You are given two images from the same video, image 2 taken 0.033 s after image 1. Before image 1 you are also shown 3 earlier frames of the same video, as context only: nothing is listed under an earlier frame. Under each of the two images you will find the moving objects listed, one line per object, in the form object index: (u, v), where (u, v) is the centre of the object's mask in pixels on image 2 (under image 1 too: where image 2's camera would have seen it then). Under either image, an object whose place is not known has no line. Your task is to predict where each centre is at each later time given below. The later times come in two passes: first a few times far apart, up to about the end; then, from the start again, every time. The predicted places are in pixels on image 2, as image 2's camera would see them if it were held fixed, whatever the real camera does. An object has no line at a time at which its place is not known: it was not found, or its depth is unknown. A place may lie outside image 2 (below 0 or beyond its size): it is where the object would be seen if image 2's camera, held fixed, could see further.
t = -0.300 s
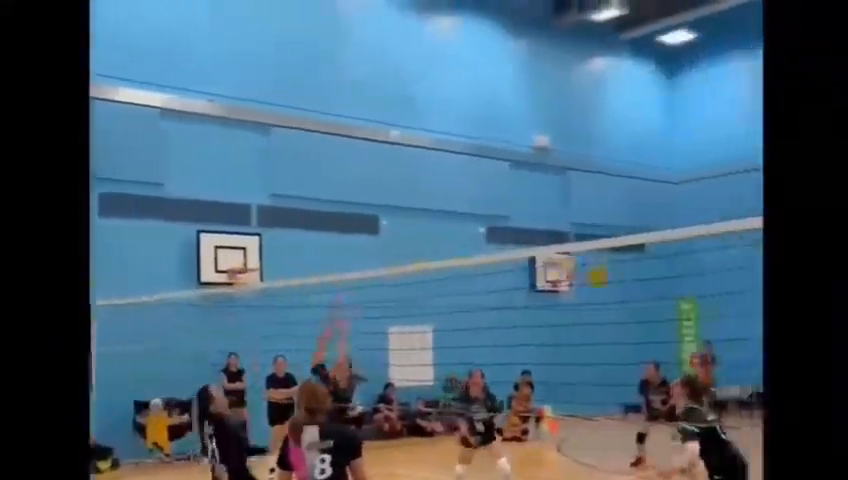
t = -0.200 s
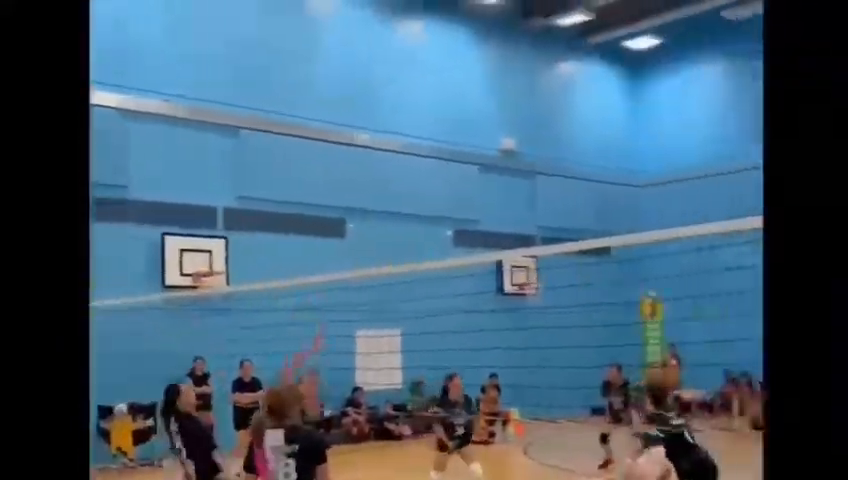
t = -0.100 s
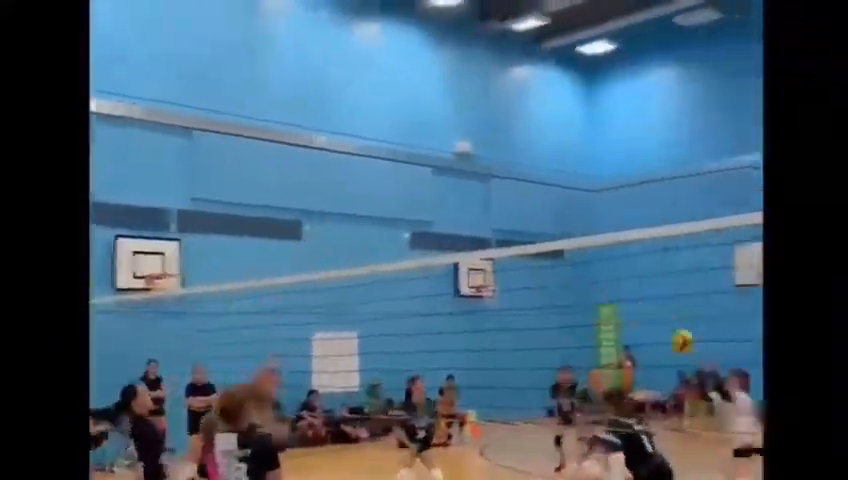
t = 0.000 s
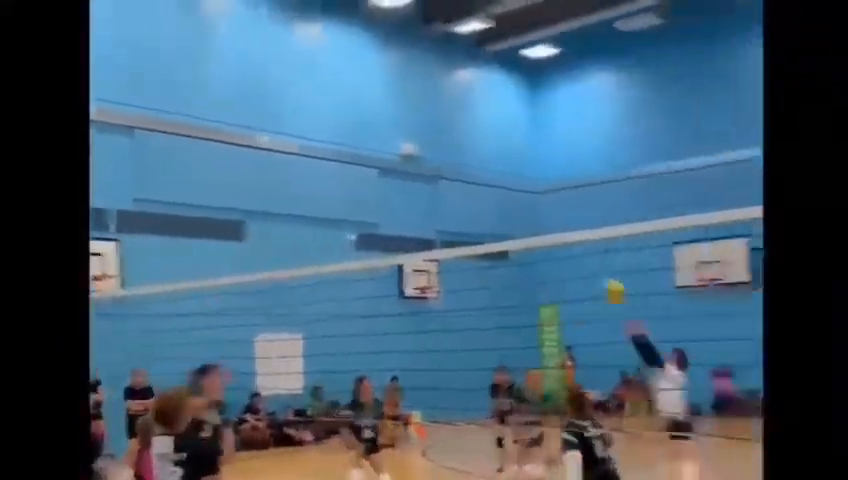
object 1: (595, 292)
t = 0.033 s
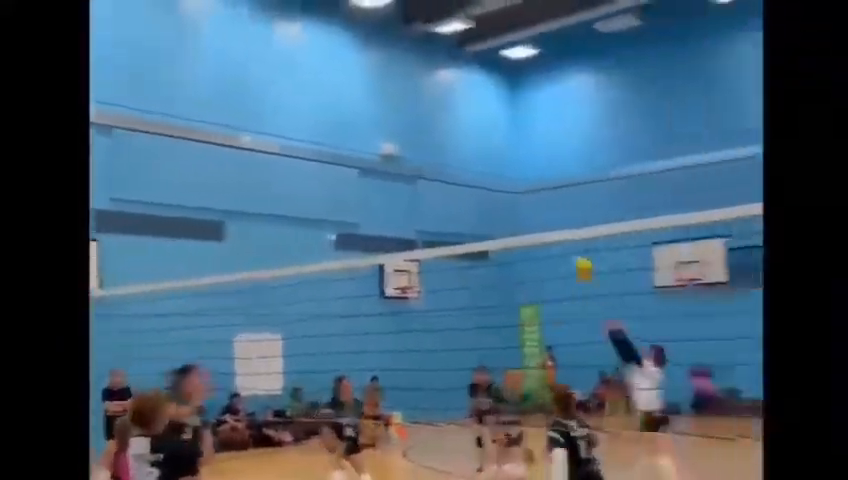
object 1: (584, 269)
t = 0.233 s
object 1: (528, 159)
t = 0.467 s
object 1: (471, 89)
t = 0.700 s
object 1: (423, 75)
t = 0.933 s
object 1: (381, 113)
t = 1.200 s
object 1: (332, 219)
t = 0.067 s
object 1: (574, 248)
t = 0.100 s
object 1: (565, 223)
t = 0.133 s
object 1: (556, 205)
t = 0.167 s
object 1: (547, 191)
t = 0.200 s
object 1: (538, 175)
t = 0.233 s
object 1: (528, 159)
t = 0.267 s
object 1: (520, 146)
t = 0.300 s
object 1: (511, 135)
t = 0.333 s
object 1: (503, 122)
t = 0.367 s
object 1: (495, 113)
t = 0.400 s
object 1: (486, 102)
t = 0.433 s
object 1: (478, 95)
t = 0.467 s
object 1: (471, 89)
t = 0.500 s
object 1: (463, 83)
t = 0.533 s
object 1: (456, 80)
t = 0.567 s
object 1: (449, 76)
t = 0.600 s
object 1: (442, 75)
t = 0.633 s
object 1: (436, 74)
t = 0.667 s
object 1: (429, 74)
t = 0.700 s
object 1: (423, 75)
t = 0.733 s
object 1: (417, 77)
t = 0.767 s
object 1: (412, 80)
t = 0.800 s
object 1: (405, 85)
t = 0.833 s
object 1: (399, 89)
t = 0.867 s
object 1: (393, 97)
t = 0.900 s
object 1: (386, 105)
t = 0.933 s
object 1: (381, 113)
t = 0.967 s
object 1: (375, 124)
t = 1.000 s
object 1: (368, 134)
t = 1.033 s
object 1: (362, 147)
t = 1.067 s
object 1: (357, 160)
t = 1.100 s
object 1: (350, 173)
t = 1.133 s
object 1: (343, 188)
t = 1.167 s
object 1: (338, 203)
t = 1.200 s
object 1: (332, 219)
